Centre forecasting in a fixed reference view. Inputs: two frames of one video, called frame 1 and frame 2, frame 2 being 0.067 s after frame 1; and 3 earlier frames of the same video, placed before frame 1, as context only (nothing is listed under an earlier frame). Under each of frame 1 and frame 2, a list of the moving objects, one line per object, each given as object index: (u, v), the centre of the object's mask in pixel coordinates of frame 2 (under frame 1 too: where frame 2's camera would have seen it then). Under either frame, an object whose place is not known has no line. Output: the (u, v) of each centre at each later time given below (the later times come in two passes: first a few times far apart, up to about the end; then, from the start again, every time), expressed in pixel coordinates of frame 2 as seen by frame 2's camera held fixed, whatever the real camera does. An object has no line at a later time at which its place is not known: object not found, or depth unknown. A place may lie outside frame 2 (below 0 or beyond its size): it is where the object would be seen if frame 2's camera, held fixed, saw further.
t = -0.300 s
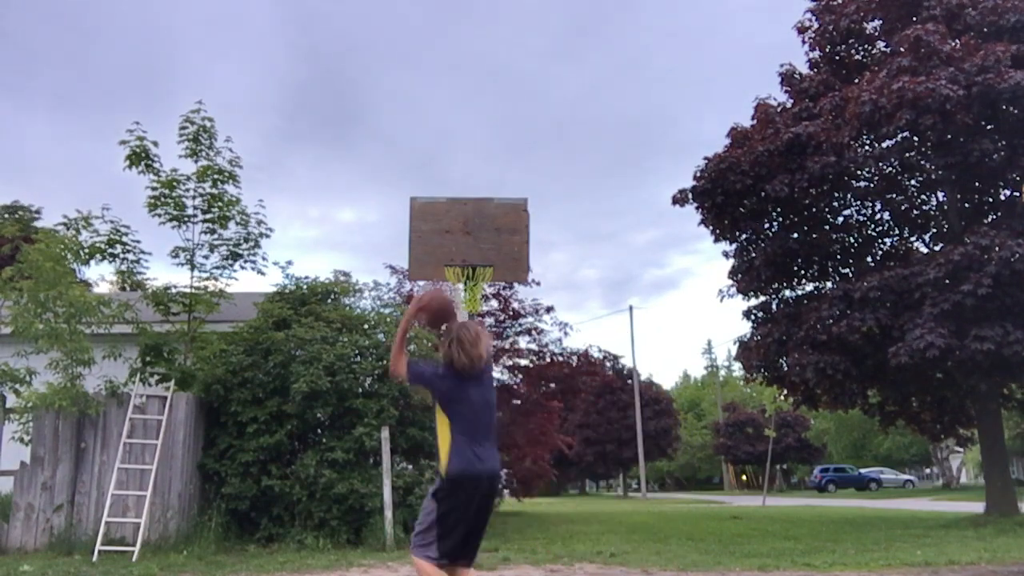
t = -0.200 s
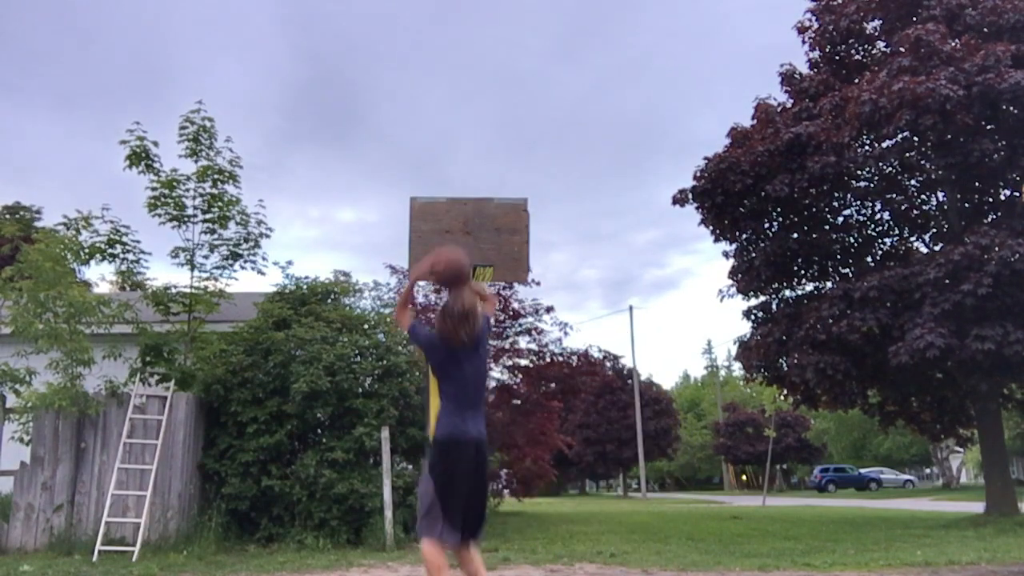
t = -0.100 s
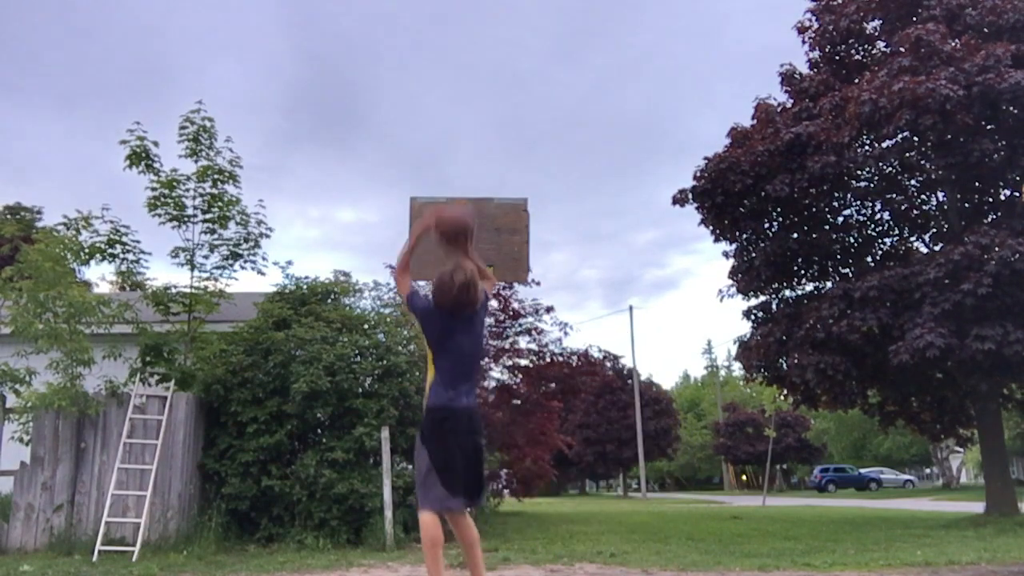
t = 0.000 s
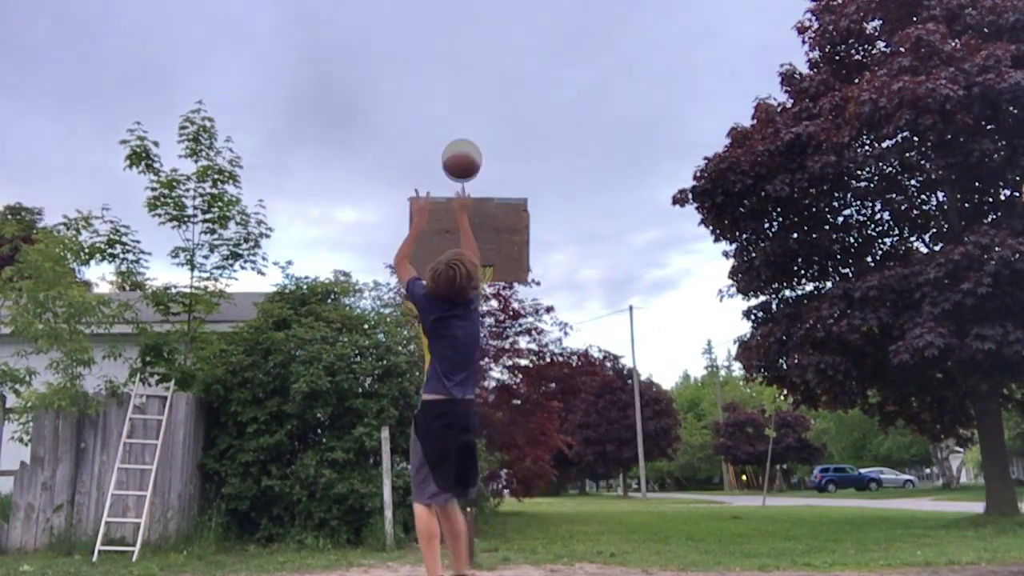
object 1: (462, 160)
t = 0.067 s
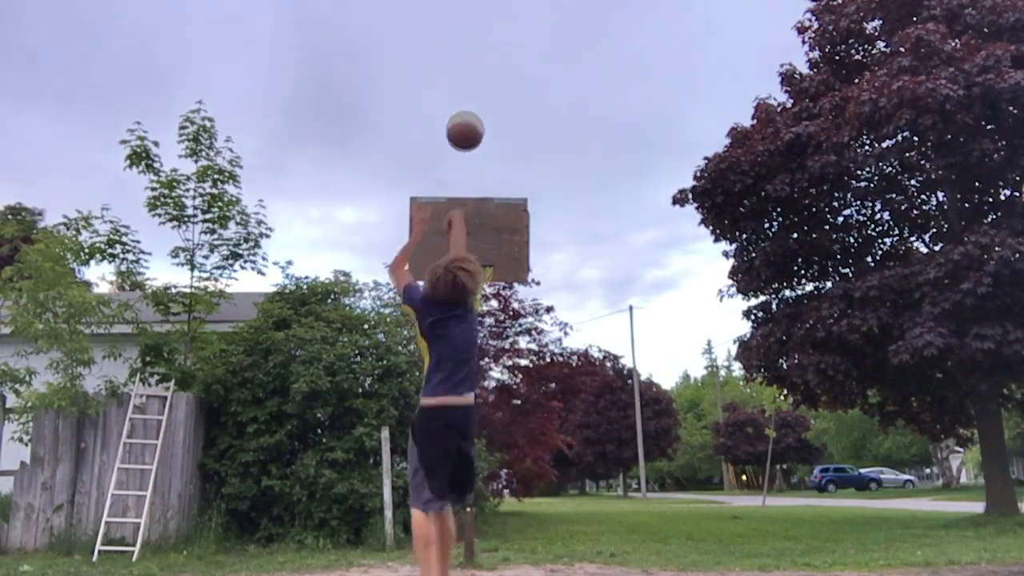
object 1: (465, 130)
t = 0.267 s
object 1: (473, 93)
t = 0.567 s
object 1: (482, 128)
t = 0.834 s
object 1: (489, 218)
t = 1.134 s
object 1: (484, 253)
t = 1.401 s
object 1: (479, 252)
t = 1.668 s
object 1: (475, 259)
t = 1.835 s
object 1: (474, 291)
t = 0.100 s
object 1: (466, 120)
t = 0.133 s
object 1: (468, 111)
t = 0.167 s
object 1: (469, 104)
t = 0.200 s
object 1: (470, 98)
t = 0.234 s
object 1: (472, 95)
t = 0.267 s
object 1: (473, 93)
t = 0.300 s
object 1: (474, 92)
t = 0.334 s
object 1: (475, 92)
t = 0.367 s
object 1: (476, 94)
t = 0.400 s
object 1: (477, 97)
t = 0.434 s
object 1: (478, 101)
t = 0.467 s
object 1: (479, 107)
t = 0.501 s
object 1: (480, 113)
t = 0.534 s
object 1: (481, 120)
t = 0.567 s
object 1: (482, 128)
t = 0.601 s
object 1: (483, 137)
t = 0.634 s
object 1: (484, 147)
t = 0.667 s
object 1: (485, 158)
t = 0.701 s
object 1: (485, 169)
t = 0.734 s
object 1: (486, 182)
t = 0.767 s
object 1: (486, 191)
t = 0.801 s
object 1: (487, 206)
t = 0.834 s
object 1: (489, 218)
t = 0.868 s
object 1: (488, 229)
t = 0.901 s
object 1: (489, 249)
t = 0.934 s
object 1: (488, 253)
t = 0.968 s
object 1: (488, 252)
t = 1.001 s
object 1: (487, 251)
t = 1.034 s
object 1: (487, 250)
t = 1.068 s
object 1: (486, 250)
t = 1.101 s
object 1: (485, 251)
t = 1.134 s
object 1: (484, 253)
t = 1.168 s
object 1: (483, 254)
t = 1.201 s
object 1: (482, 253)
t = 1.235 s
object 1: (481, 252)
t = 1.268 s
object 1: (480, 252)
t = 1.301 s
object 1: (480, 252)
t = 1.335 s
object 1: (480, 252)
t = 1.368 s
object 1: (479, 252)
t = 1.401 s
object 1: (479, 252)
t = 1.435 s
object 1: (479, 252)
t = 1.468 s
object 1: (479, 252)
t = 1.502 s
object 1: (479, 252)
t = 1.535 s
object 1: (478, 254)
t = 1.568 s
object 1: (477, 254)
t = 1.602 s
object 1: (477, 255)
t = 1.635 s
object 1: (476, 257)
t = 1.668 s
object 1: (475, 259)
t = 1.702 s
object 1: (474, 263)
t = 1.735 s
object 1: (473, 271)
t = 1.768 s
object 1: (472, 279)
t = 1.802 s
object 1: (474, 289)
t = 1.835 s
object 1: (474, 291)
